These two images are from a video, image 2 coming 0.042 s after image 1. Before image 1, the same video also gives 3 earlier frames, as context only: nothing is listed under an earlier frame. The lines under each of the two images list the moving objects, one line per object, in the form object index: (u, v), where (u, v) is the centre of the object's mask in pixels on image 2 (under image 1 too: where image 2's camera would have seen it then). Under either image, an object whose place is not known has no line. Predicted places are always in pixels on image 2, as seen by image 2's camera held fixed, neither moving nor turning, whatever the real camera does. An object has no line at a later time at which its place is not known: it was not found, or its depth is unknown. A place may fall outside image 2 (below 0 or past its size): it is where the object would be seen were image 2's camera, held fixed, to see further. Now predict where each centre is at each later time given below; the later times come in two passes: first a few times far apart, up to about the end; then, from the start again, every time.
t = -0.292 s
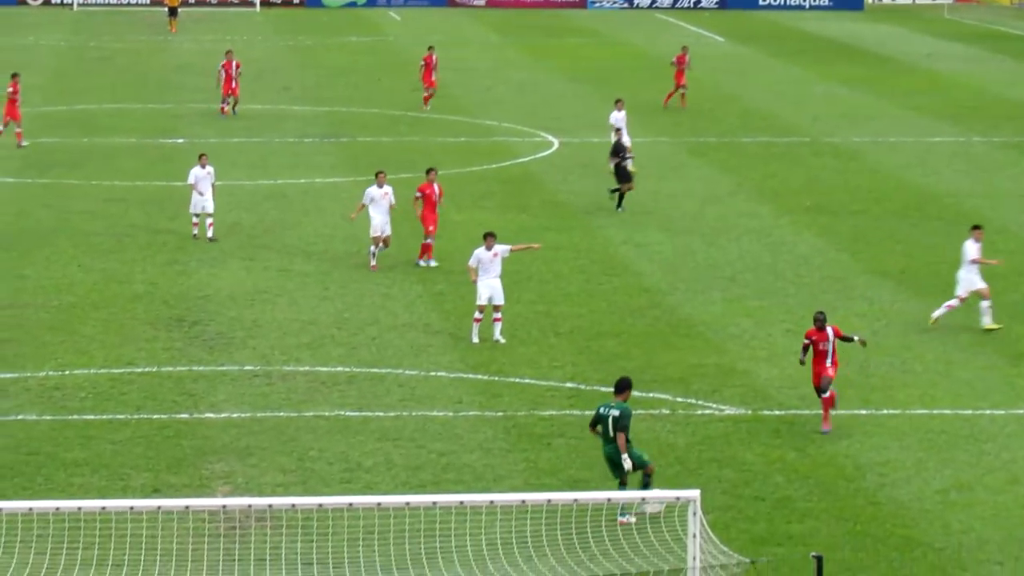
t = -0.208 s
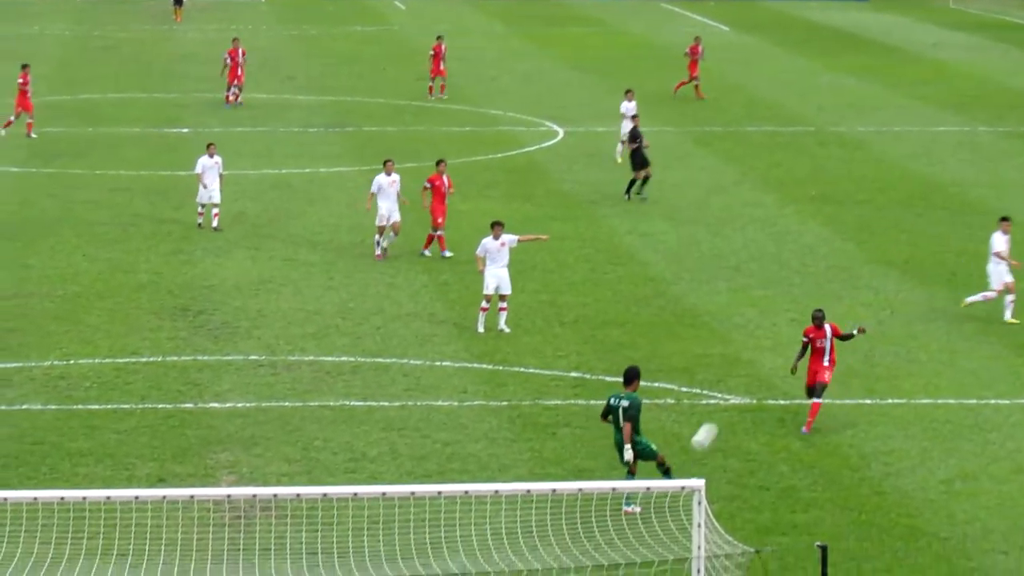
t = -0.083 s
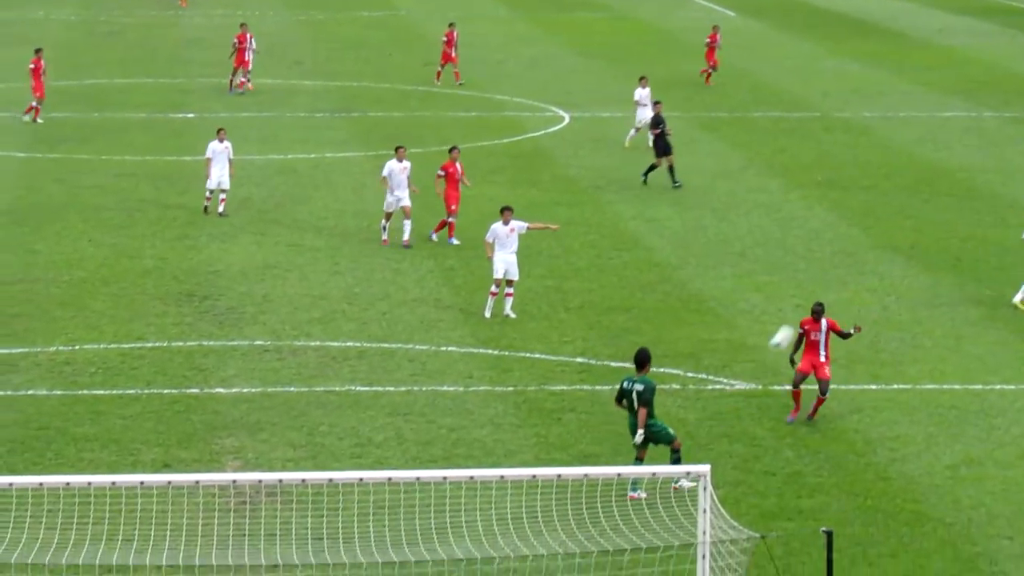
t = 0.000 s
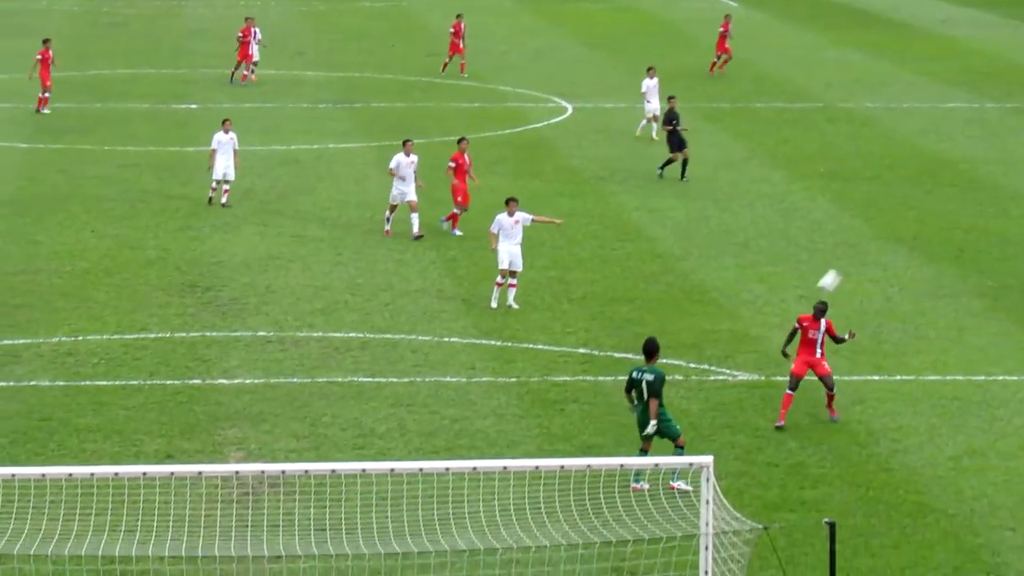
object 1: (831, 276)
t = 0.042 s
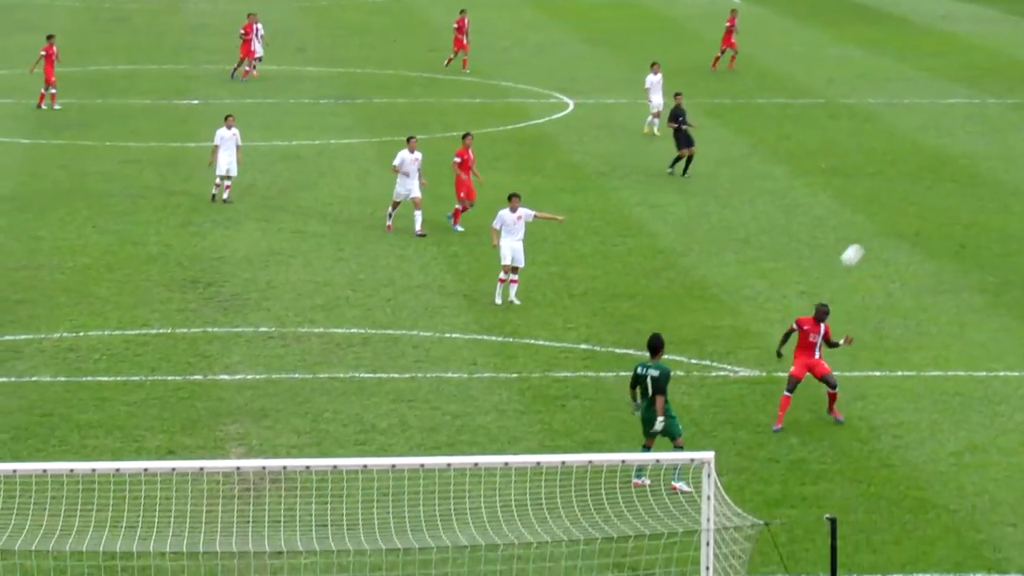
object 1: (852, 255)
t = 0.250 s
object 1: (949, 168)
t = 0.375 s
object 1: (1001, 133)
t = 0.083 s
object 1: (872, 234)
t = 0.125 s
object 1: (892, 216)
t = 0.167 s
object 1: (911, 199)
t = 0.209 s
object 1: (931, 183)
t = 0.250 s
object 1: (949, 168)
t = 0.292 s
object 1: (968, 154)
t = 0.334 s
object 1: (985, 143)
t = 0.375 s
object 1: (1001, 133)
